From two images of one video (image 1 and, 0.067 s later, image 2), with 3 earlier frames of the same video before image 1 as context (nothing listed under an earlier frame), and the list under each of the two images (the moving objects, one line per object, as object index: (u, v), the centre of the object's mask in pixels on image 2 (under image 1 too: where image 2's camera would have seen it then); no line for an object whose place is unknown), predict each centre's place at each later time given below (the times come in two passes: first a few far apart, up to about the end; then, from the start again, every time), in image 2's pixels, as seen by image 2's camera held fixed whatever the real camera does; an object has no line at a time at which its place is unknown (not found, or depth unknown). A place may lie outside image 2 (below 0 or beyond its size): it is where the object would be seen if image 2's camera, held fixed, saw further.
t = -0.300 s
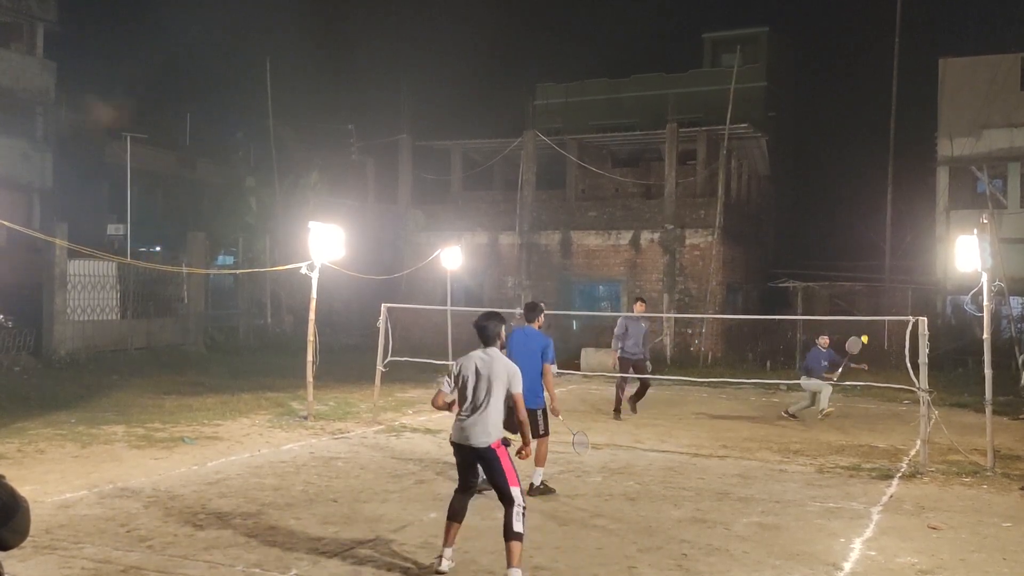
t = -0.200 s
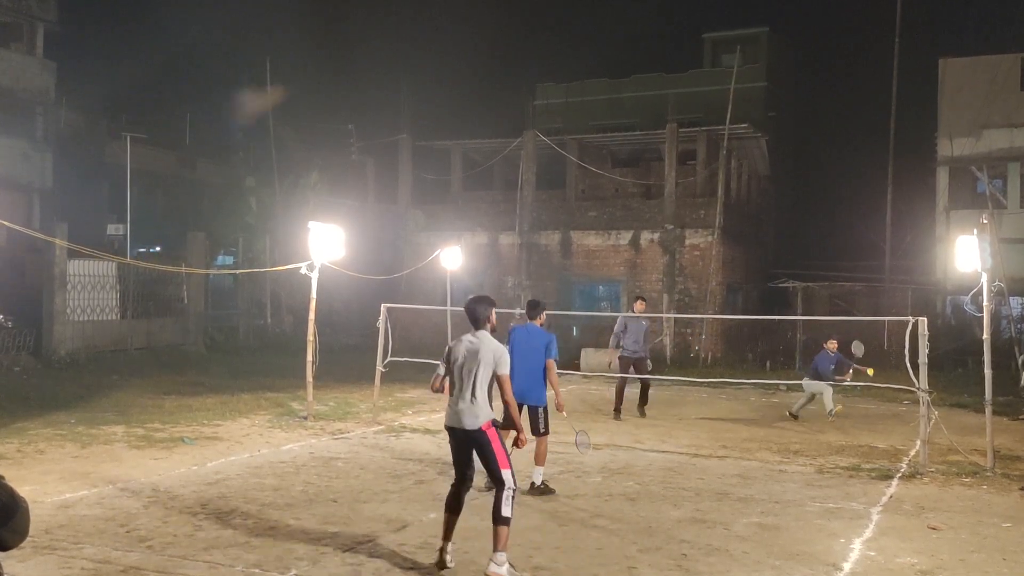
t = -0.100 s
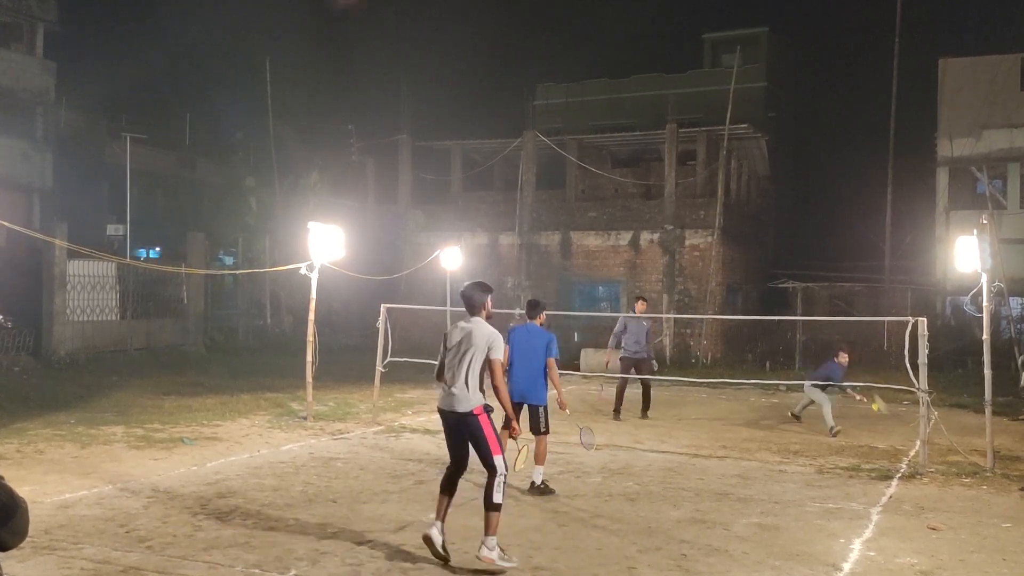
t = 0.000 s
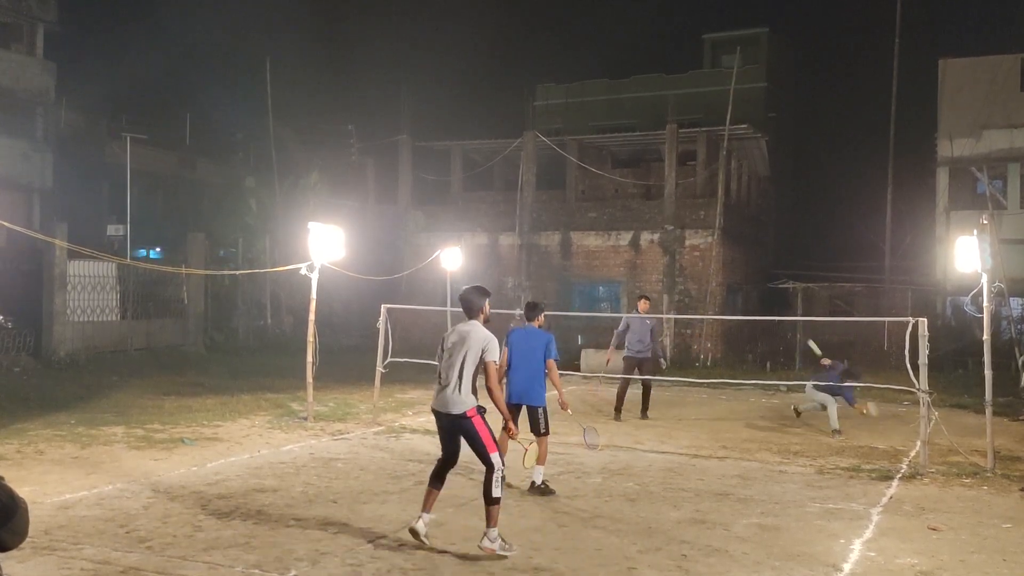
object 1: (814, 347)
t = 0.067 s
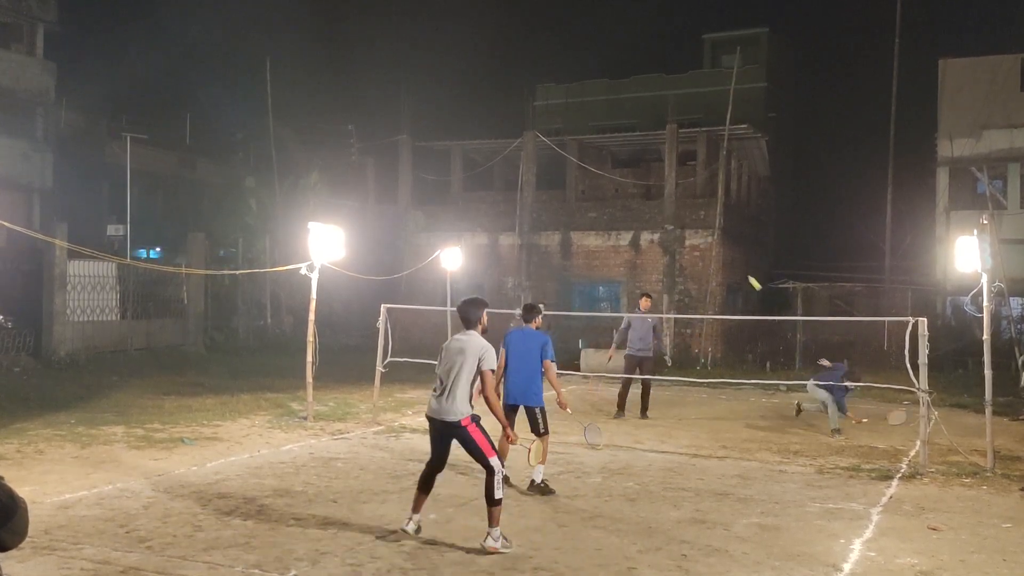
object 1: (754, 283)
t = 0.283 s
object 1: (614, 146)
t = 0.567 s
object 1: (482, 75)
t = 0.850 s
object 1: (374, 95)
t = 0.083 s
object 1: (741, 268)
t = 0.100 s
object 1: (728, 255)
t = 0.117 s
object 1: (716, 242)
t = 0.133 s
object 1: (705, 231)
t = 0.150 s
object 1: (693, 219)
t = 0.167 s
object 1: (682, 208)
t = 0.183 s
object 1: (671, 198)
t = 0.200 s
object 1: (661, 188)
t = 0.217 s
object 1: (651, 178)
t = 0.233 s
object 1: (641, 170)
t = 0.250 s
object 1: (632, 161)
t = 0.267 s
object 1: (623, 154)
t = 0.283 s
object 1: (614, 146)
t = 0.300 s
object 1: (605, 139)
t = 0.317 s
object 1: (596, 132)
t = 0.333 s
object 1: (588, 126)
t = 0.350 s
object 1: (580, 120)
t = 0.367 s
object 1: (571, 115)
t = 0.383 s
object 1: (563, 110)
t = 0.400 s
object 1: (556, 105)
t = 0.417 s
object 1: (548, 100)
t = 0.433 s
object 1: (540, 97)
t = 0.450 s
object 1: (533, 92)
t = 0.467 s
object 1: (525, 89)
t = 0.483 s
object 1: (518, 86)
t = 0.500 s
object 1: (510, 83)
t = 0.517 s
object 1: (503, 81)
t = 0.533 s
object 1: (496, 78)
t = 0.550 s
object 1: (489, 77)
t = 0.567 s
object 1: (482, 75)
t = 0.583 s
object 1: (476, 74)
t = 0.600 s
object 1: (469, 73)
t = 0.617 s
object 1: (462, 72)
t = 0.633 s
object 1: (455, 72)
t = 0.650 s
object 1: (449, 72)
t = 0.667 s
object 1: (442, 72)
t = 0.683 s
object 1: (436, 73)
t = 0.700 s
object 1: (429, 74)
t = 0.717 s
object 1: (423, 75)
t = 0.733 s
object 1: (417, 77)
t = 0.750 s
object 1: (411, 78)
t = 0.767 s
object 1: (405, 80)
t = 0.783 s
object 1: (398, 83)
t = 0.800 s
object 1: (393, 85)
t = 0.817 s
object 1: (386, 88)
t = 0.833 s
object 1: (380, 92)
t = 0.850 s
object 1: (374, 95)
